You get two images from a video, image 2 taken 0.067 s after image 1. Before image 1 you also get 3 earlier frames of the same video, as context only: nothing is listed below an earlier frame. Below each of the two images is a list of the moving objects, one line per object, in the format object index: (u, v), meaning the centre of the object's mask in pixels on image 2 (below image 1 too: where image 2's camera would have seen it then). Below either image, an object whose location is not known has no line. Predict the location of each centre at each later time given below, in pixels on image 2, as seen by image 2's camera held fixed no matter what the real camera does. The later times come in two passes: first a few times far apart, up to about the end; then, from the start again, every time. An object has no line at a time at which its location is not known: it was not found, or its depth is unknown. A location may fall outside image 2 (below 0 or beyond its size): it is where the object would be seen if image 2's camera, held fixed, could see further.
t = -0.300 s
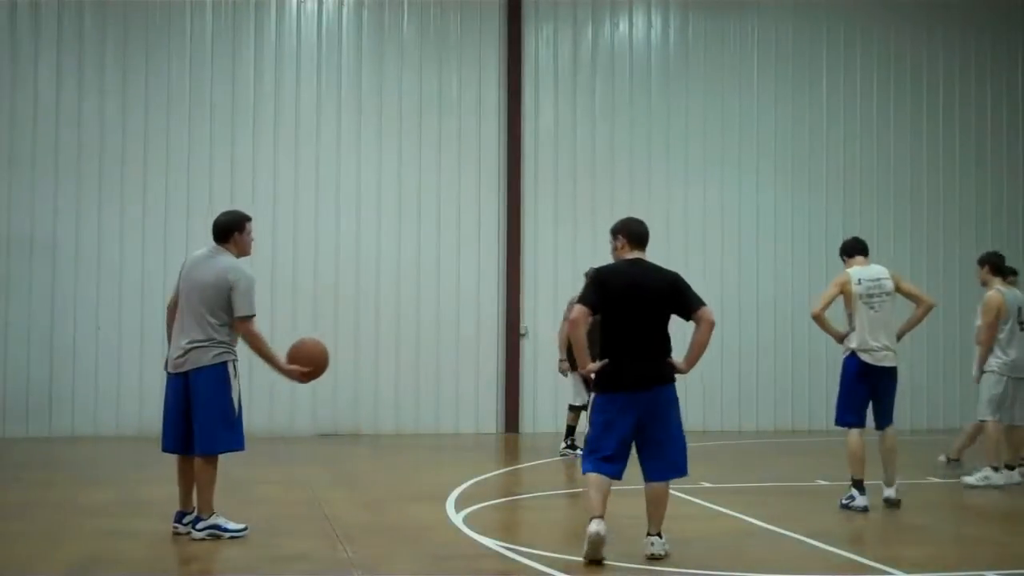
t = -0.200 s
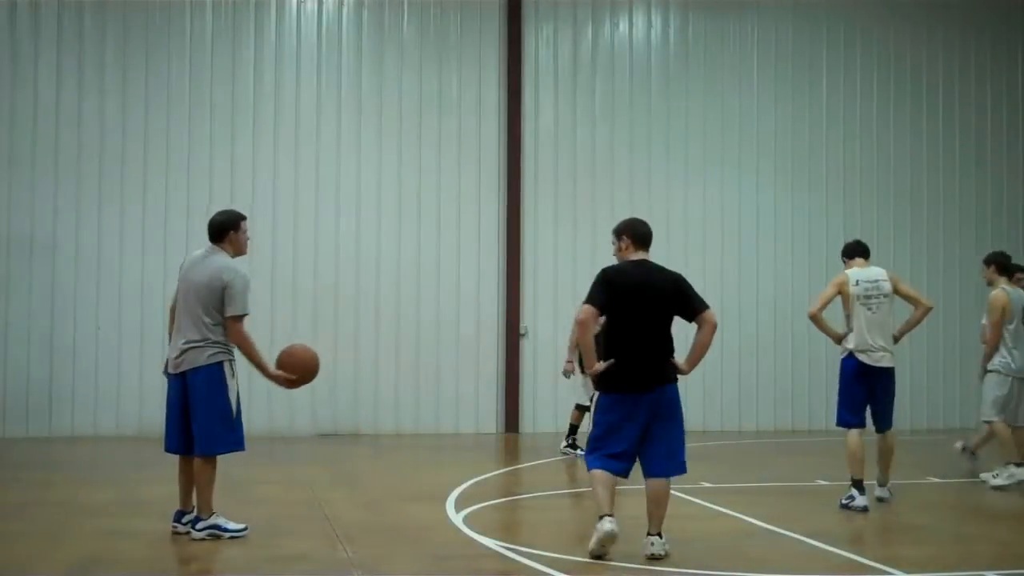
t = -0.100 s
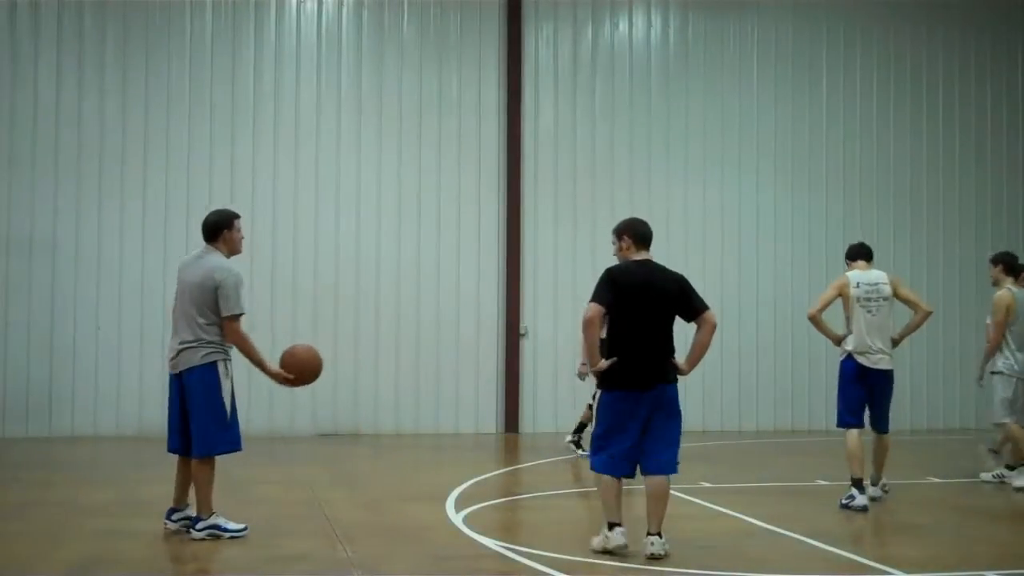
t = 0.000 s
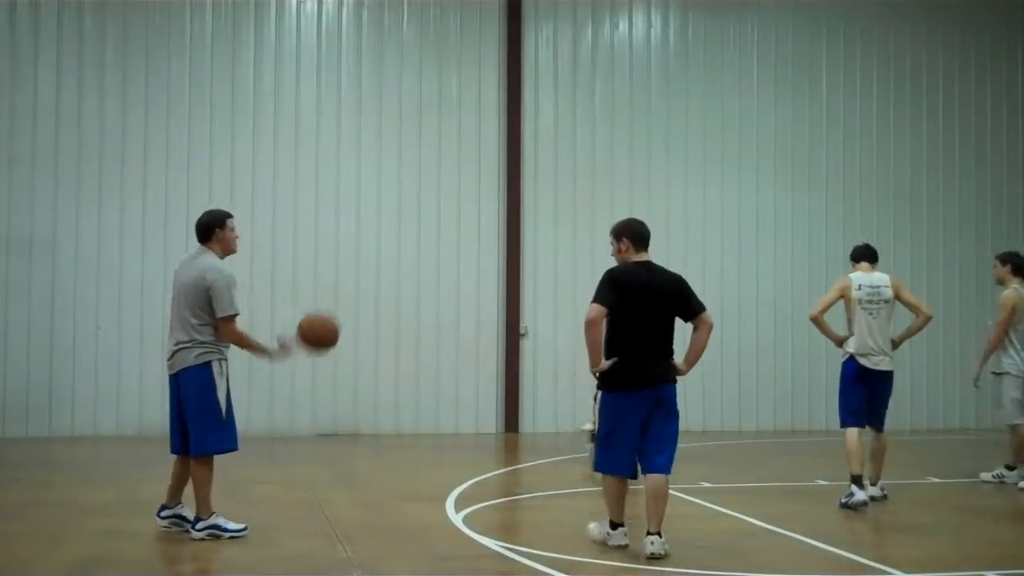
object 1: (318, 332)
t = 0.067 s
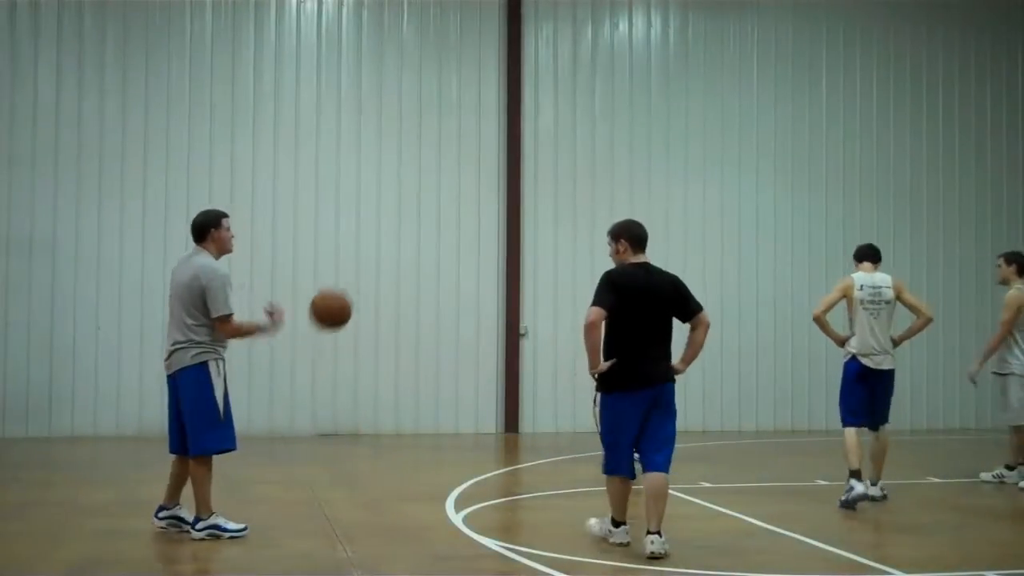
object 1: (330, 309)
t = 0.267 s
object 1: (368, 287)
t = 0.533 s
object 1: (415, 360)
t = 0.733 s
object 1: (448, 495)
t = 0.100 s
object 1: (337, 301)
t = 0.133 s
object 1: (344, 294)
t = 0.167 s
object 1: (350, 289)
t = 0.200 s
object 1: (356, 286)
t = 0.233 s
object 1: (362, 286)
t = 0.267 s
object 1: (368, 287)
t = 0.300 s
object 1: (374, 289)
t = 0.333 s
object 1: (380, 293)
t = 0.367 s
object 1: (386, 300)
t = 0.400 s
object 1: (392, 308)
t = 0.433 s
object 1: (398, 319)
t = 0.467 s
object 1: (404, 330)
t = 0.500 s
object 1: (410, 344)
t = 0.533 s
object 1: (415, 360)
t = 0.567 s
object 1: (421, 378)
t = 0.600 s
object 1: (427, 398)
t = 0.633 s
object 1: (432, 421)
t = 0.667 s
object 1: (438, 442)
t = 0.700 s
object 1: (443, 468)
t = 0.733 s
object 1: (448, 495)
